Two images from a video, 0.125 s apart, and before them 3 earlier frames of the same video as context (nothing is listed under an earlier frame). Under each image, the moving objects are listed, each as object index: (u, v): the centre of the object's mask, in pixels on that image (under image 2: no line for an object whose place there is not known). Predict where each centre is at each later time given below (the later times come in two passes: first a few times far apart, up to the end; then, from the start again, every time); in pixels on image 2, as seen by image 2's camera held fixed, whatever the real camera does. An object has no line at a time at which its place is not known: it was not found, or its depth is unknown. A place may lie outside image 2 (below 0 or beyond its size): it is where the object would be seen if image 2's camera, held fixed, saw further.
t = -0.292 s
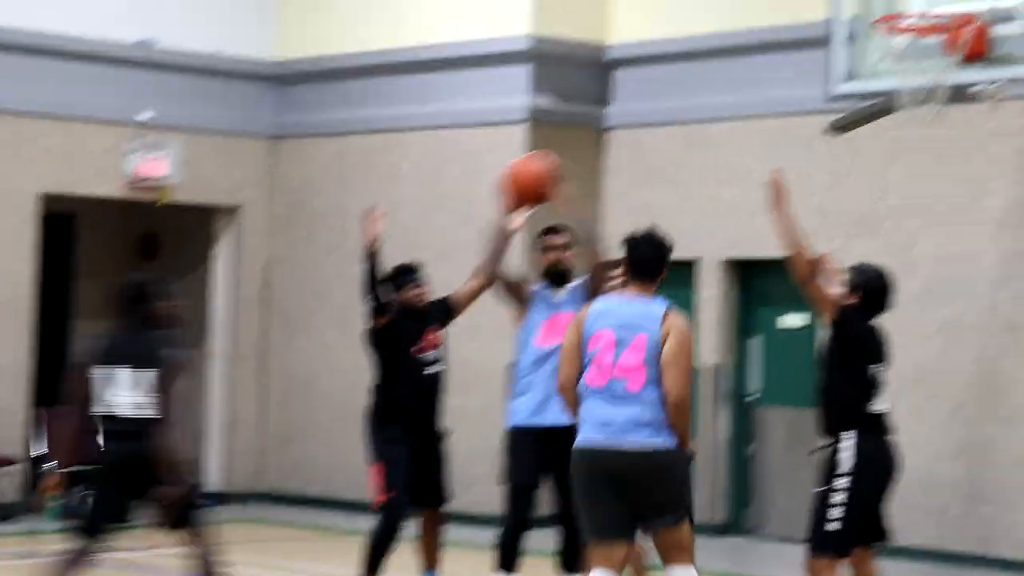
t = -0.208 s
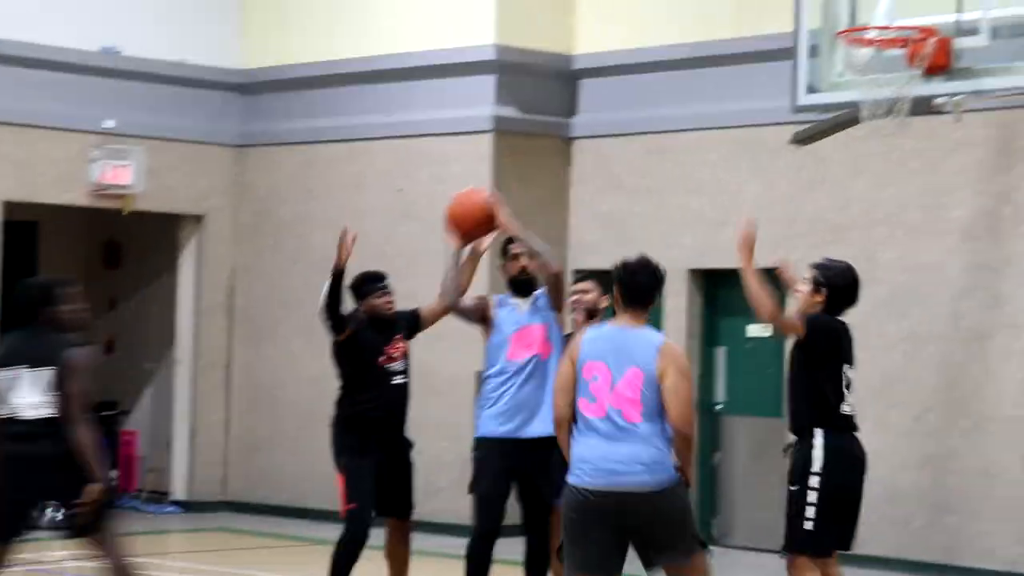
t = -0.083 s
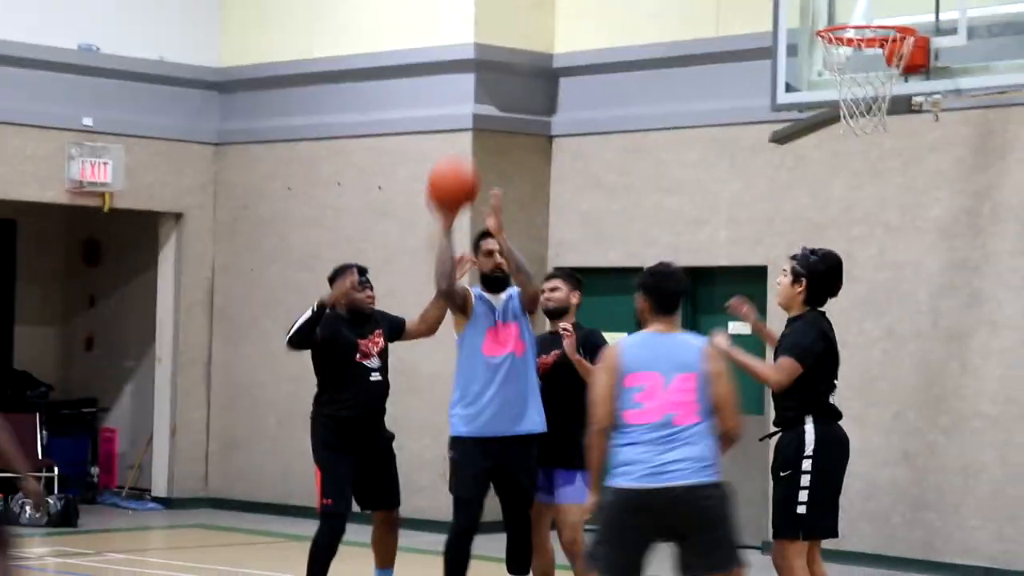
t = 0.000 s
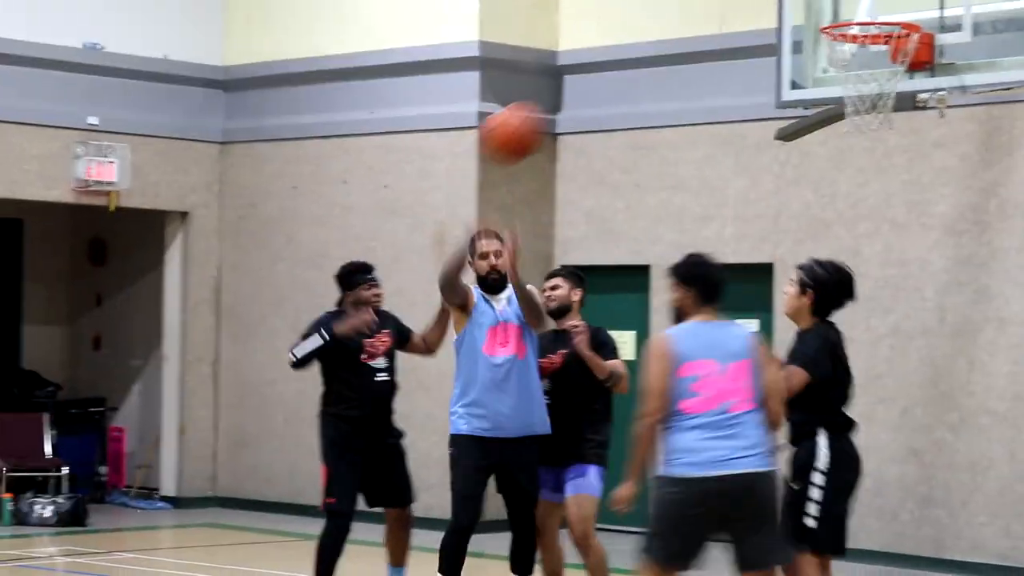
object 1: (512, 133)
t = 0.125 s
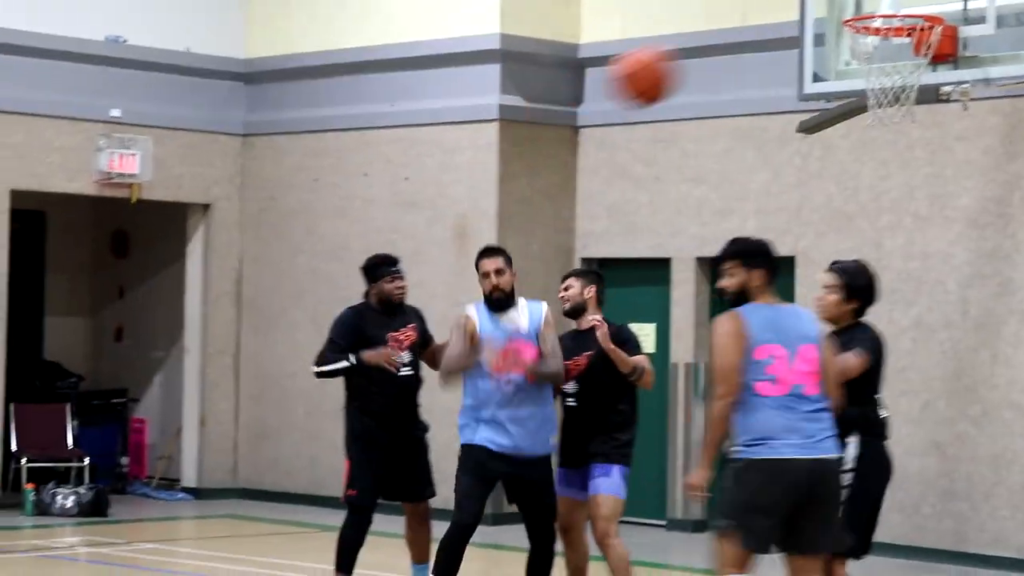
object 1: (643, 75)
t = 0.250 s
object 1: (772, 55)
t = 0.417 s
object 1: (997, 92)
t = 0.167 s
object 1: (685, 65)
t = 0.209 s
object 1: (727, 58)
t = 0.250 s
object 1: (772, 55)
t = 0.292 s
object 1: (822, 54)
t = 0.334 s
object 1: (879, 62)
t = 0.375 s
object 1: (935, 72)
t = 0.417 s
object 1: (997, 92)
